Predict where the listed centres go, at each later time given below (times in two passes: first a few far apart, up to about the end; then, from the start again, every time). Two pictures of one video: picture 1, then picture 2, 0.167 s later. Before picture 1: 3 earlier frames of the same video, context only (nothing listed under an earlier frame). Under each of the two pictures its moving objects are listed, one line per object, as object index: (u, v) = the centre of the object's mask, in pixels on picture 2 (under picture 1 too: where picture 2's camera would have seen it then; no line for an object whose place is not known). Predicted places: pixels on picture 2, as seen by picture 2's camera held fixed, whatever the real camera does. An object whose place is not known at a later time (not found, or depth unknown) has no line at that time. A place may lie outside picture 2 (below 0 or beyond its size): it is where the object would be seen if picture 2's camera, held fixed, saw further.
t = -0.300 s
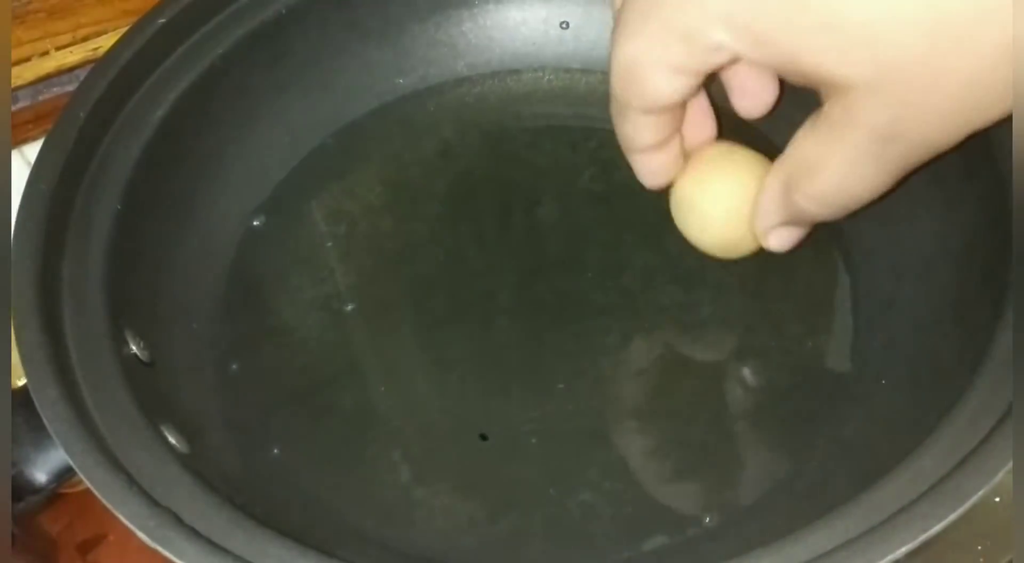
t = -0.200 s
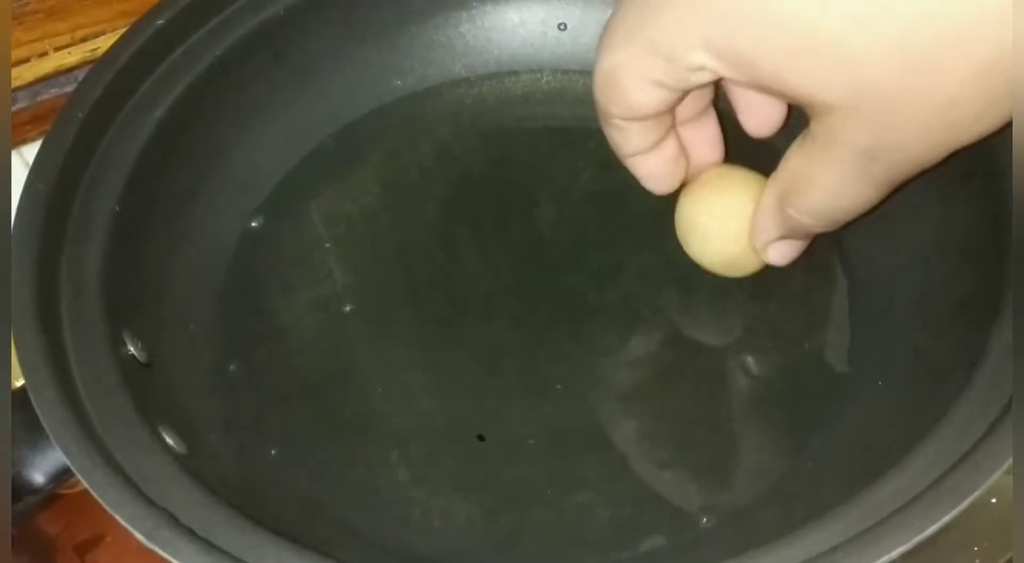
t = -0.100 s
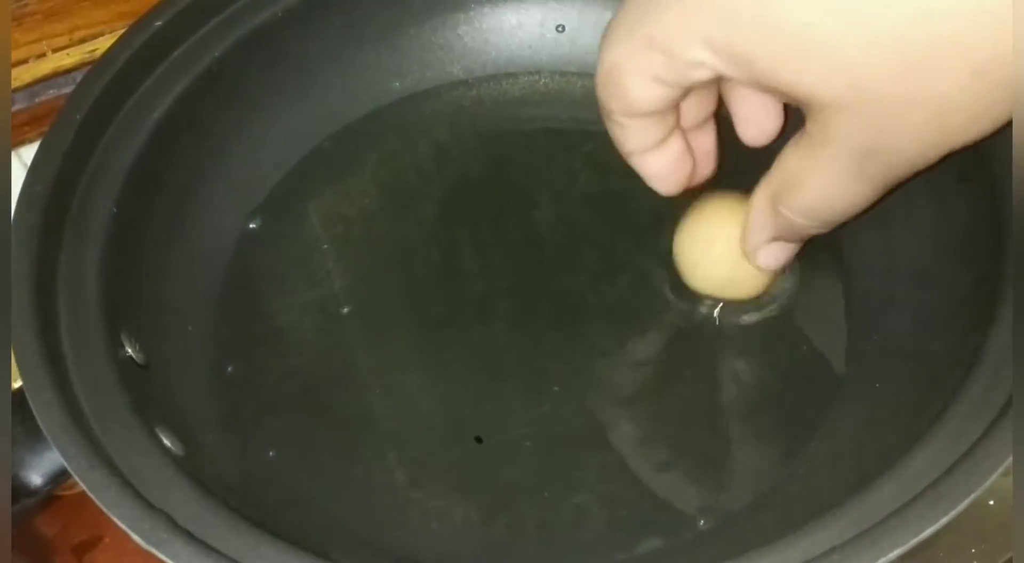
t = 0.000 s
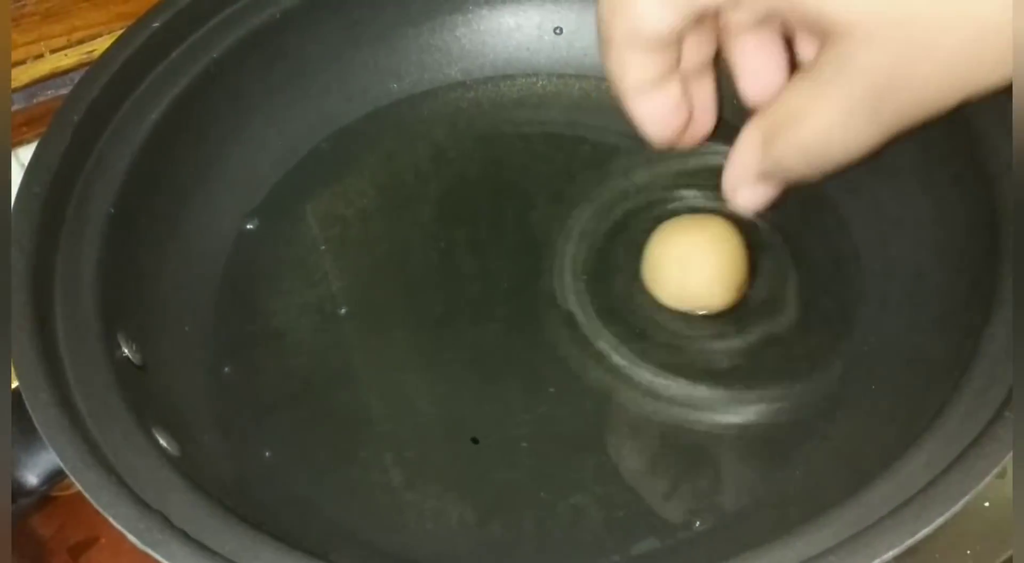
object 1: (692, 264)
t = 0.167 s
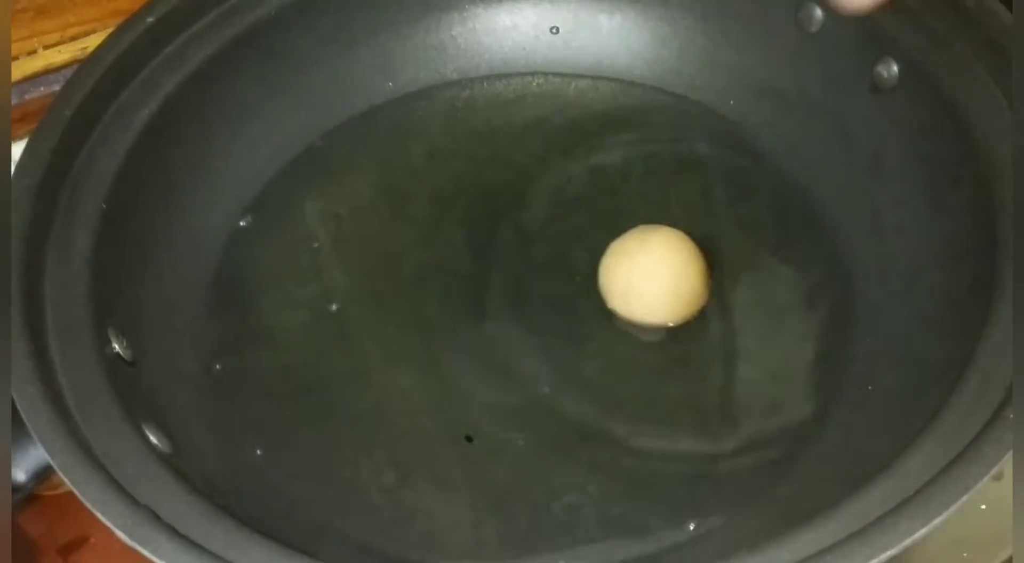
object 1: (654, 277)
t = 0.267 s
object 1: (645, 280)
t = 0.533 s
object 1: (649, 280)
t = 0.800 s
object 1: (662, 282)
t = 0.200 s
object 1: (650, 278)
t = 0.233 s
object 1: (647, 279)
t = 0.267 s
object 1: (645, 280)
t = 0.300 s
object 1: (644, 280)
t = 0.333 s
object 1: (644, 280)
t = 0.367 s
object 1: (644, 280)
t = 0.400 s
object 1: (645, 279)
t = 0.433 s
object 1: (646, 279)
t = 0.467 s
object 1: (647, 279)
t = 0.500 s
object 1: (648, 279)
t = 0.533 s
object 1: (649, 280)
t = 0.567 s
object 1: (649, 280)
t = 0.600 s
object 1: (651, 280)
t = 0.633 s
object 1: (653, 280)
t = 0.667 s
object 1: (654, 281)
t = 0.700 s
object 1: (656, 281)
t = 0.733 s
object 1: (658, 281)
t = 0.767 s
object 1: (660, 282)
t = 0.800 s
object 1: (662, 282)
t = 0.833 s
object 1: (664, 282)
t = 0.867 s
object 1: (665, 282)
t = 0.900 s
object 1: (665, 283)
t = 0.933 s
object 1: (666, 282)
